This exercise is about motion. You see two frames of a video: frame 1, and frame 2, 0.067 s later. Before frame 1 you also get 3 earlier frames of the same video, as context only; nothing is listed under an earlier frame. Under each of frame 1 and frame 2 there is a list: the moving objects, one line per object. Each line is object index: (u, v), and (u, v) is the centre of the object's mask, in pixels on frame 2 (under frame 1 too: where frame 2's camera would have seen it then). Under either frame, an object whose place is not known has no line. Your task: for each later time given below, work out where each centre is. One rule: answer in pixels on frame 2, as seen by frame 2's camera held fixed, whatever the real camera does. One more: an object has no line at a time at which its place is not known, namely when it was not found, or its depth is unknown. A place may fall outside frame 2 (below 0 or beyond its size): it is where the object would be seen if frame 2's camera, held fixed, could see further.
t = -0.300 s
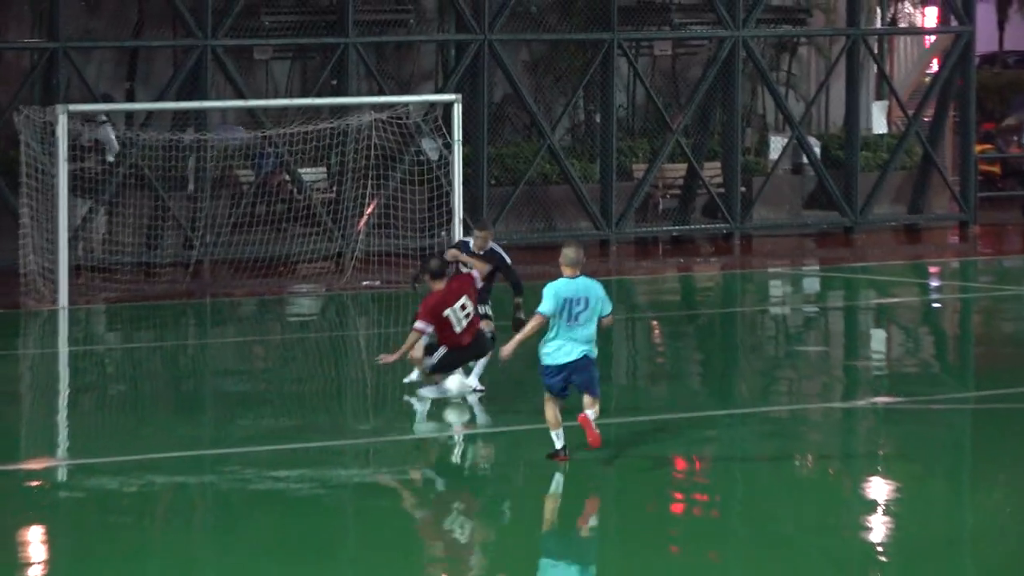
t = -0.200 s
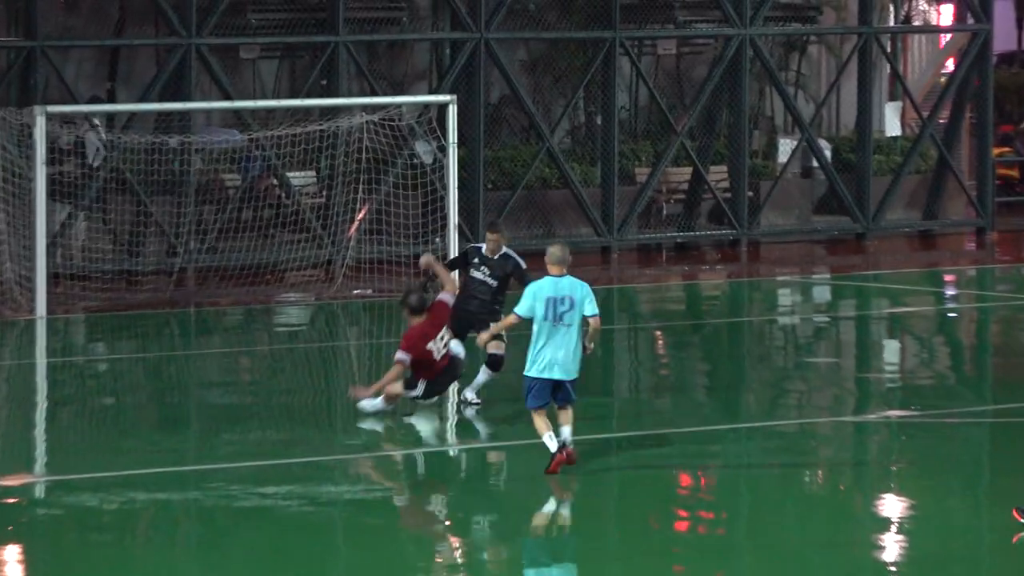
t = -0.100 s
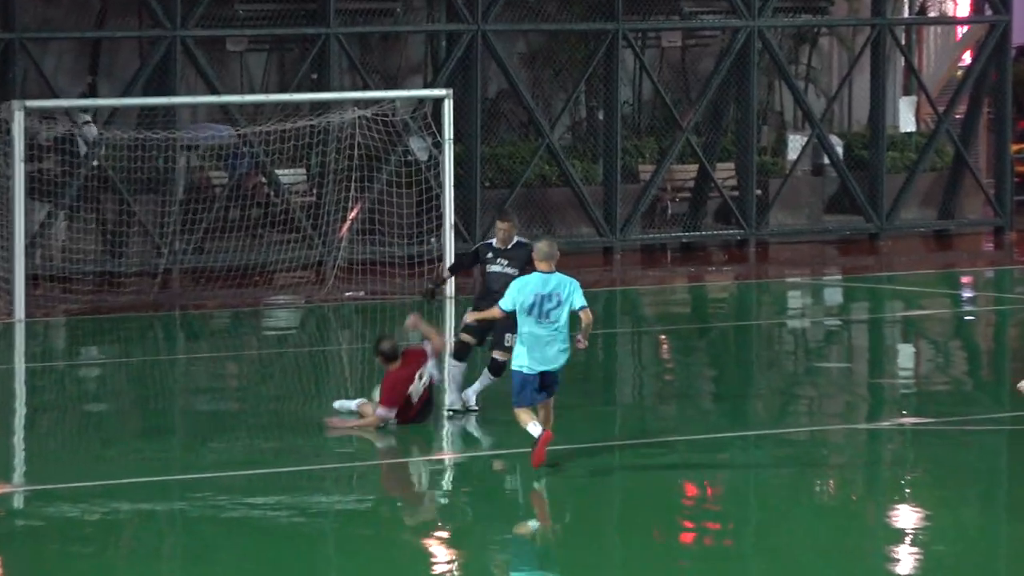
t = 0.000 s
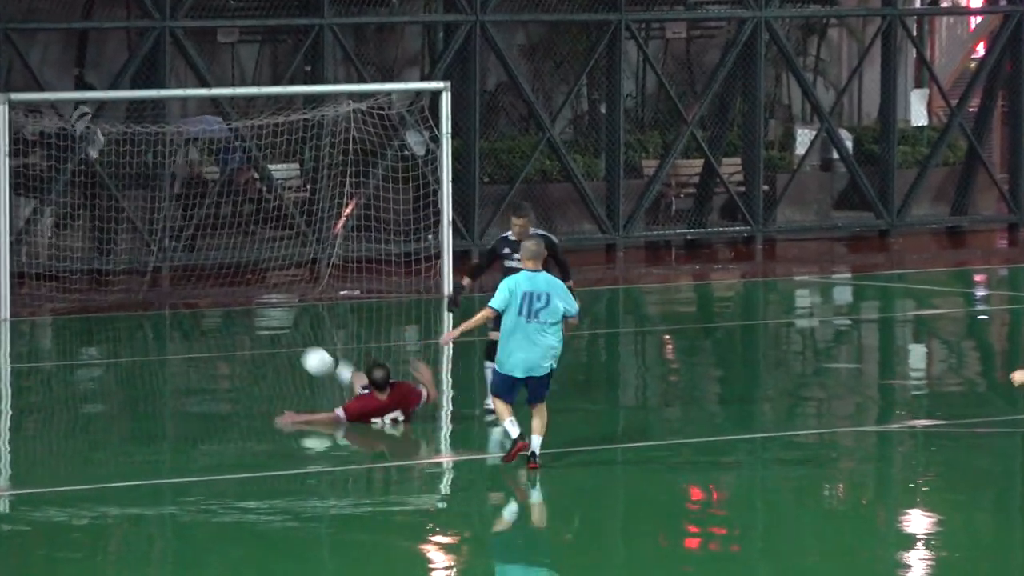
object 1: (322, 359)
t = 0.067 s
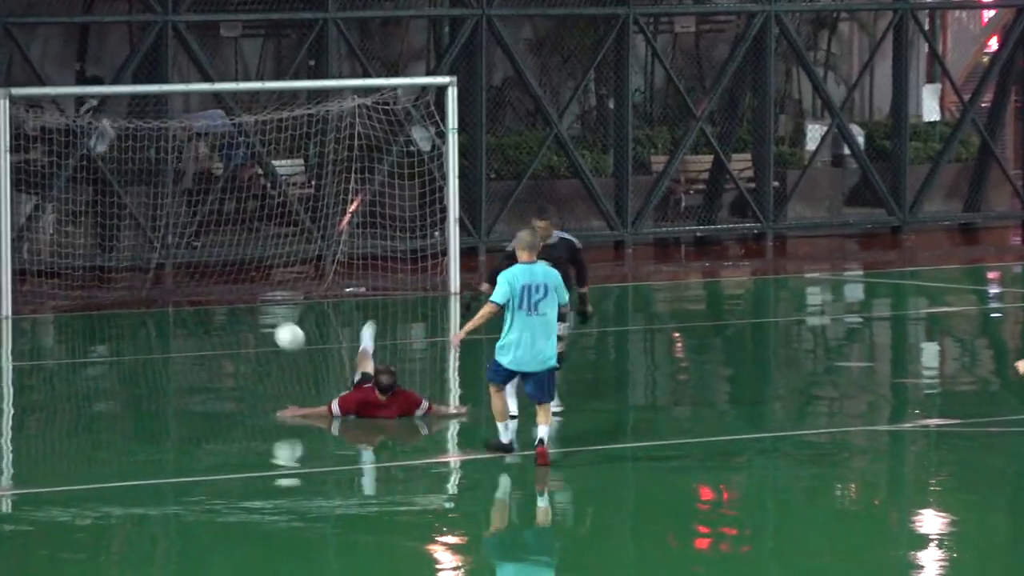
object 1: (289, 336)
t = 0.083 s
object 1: (280, 332)
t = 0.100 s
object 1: (272, 327)
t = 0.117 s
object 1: (263, 323)
